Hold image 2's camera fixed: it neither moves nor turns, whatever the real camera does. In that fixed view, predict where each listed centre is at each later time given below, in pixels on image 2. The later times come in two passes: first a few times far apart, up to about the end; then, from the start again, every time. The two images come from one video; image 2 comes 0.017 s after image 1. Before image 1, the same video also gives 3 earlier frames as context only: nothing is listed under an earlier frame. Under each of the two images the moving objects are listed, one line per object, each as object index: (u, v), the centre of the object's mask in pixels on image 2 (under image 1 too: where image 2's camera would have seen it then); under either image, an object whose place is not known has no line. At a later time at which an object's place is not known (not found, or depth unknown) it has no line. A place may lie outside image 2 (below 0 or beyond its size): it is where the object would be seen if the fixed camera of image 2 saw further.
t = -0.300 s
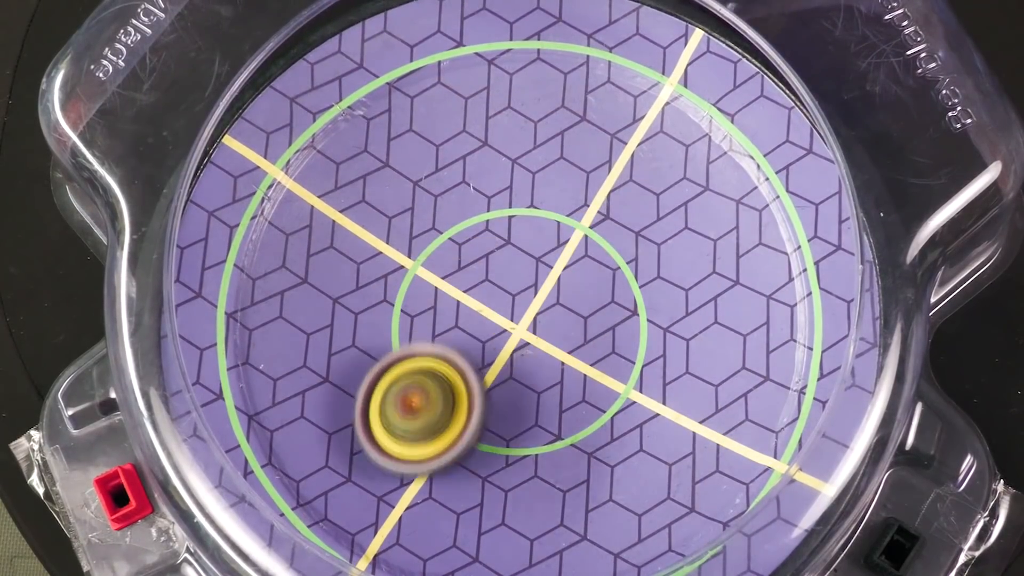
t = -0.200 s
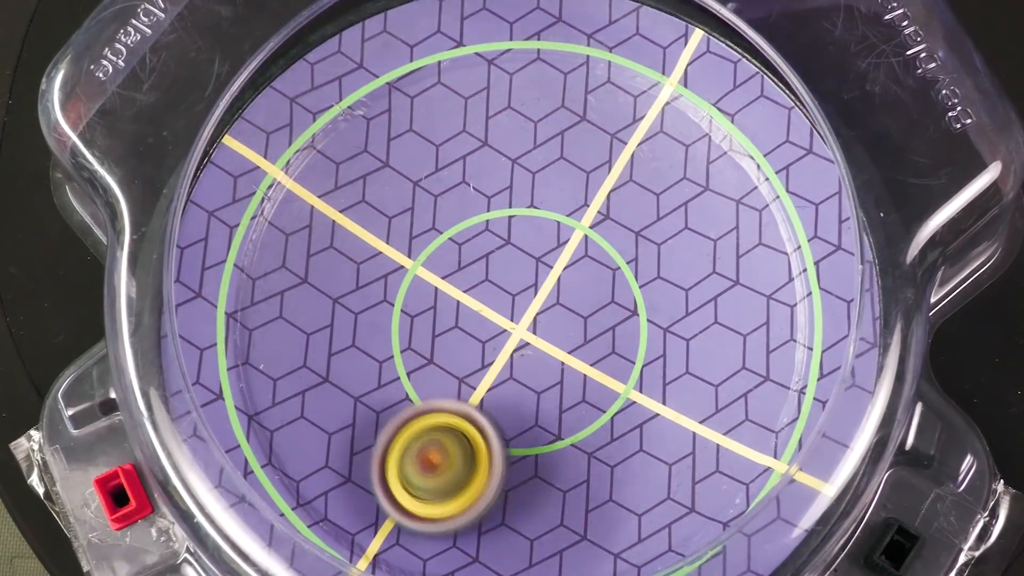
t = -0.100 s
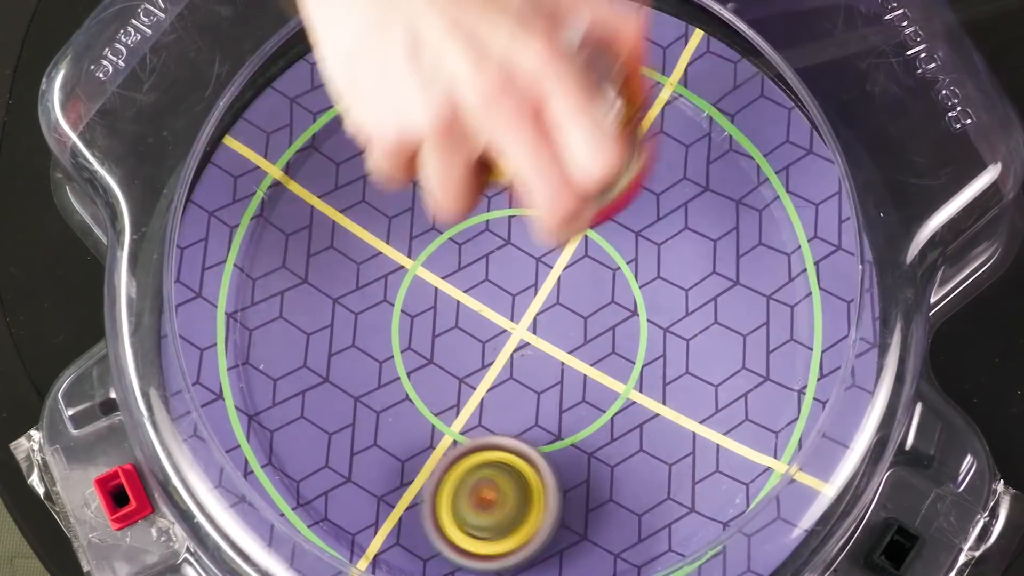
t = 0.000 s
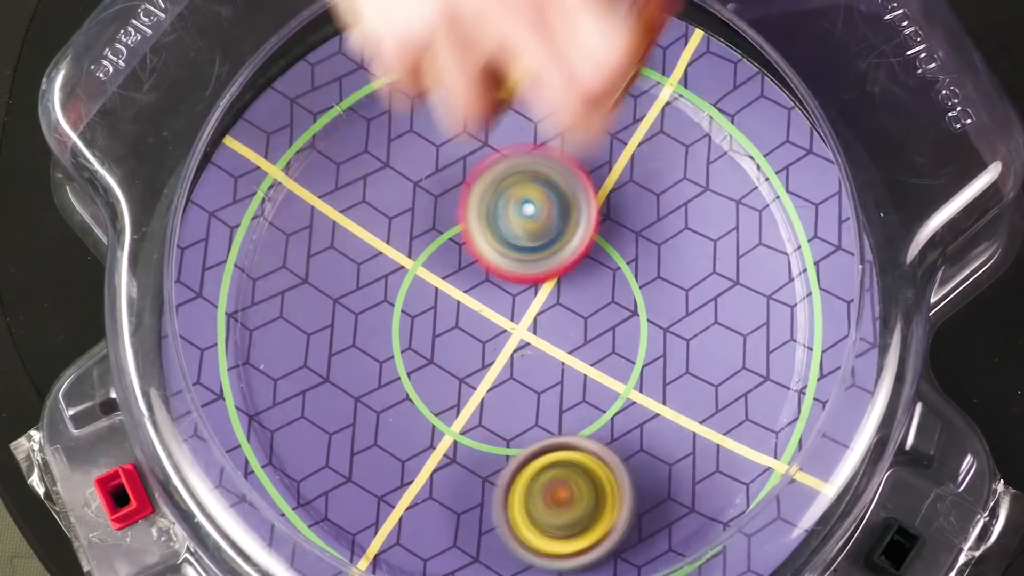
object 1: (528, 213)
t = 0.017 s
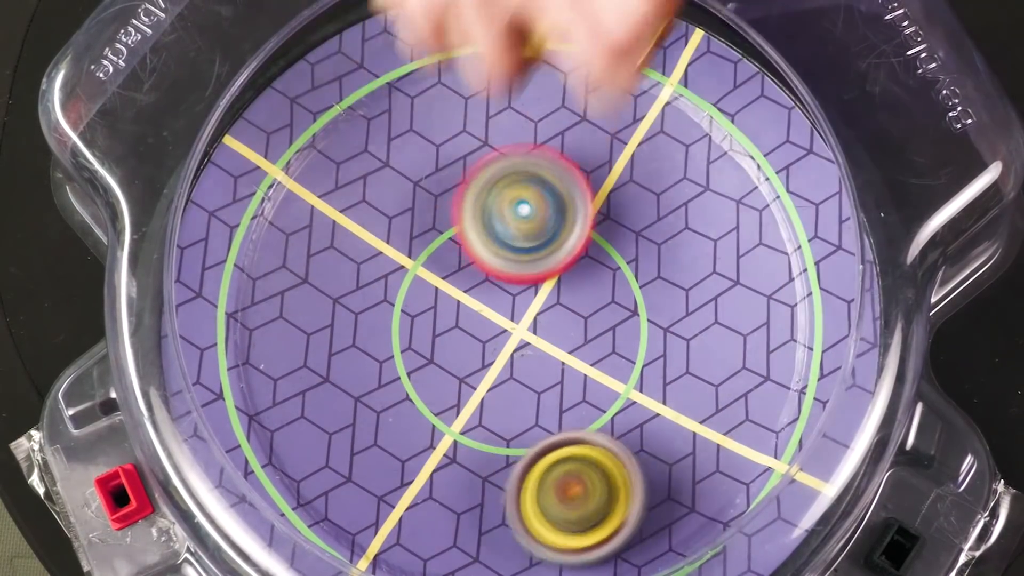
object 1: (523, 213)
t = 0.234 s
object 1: (552, 291)
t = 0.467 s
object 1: (257, 212)
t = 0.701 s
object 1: (647, 537)
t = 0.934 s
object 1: (718, 120)
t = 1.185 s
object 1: (491, 402)
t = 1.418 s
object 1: (857, 207)
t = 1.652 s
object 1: (421, 222)
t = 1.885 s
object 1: (680, 539)
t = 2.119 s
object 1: (583, 138)
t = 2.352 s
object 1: (208, 379)
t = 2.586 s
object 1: (570, 520)
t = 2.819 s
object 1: (542, 103)
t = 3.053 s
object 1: (194, 221)
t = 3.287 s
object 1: (400, 427)
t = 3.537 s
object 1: (421, 208)
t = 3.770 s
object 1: (266, 325)
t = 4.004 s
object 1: (550, 526)
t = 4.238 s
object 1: (781, 486)
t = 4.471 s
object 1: (763, 202)
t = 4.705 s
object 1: (460, 131)
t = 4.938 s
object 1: (291, 372)
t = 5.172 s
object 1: (526, 520)
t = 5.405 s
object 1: (764, 399)
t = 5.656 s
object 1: (836, 264)
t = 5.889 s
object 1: (636, 219)
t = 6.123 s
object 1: (462, 383)
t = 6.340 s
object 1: (507, 530)
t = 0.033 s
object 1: (519, 215)
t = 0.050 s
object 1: (515, 220)
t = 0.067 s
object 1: (511, 226)
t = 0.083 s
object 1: (507, 234)
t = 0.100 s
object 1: (505, 241)
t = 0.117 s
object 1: (504, 247)
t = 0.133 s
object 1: (504, 256)
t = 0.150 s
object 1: (506, 268)
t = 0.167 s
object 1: (512, 278)
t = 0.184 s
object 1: (521, 288)
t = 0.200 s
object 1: (535, 297)
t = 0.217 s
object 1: (549, 302)
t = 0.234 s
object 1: (552, 291)
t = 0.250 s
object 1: (543, 264)
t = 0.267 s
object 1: (532, 235)
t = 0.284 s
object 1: (518, 210)
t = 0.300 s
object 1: (503, 187)
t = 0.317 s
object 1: (485, 167)
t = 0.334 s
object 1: (465, 151)
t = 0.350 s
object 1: (442, 137)
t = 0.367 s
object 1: (418, 131)
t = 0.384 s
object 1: (392, 127)
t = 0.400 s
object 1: (364, 131)
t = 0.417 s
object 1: (336, 137)
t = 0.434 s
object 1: (307, 153)
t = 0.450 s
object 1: (278, 176)
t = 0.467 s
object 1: (257, 212)
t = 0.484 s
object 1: (242, 250)
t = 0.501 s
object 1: (234, 296)
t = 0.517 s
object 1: (229, 340)
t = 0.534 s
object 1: (236, 384)
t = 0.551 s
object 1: (254, 427)
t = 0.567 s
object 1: (276, 463)
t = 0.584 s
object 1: (306, 500)
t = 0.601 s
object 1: (338, 520)
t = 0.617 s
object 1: (370, 534)
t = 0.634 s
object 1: (418, 542)
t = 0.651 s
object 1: (468, 547)
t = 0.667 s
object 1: (526, 551)
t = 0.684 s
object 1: (581, 545)
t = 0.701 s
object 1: (647, 537)
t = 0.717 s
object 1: (698, 517)
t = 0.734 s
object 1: (737, 486)
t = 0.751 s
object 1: (776, 429)
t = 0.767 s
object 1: (800, 377)
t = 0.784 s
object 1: (818, 319)
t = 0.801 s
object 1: (831, 263)
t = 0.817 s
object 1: (836, 208)
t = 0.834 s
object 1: (834, 155)
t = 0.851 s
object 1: (825, 109)
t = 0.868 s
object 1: (801, 66)
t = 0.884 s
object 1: (781, 58)
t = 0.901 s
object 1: (767, 81)
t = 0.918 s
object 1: (741, 109)
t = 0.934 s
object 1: (718, 120)
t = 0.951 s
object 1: (690, 131)
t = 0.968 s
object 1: (665, 146)
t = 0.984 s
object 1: (639, 153)
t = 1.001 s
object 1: (608, 161)
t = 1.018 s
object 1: (577, 172)
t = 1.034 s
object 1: (547, 186)
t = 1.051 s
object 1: (516, 203)
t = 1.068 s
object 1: (490, 223)
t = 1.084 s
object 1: (467, 244)
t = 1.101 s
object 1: (446, 274)
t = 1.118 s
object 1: (431, 303)
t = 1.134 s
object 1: (436, 326)
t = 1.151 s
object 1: (450, 350)
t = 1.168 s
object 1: (469, 377)
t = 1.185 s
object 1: (491, 402)
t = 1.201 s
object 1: (521, 424)
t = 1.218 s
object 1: (552, 442)
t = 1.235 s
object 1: (588, 455)
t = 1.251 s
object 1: (626, 464)
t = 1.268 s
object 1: (667, 465)
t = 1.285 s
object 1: (705, 457)
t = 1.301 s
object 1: (743, 445)
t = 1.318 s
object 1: (778, 422)
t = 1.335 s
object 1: (797, 387)
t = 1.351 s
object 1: (813, 349)
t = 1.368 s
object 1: (831, 313)
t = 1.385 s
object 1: (845, 280)
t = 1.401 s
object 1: (853, 241)
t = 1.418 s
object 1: (857, 207)
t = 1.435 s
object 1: (853, 175)
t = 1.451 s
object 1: (832, 141)
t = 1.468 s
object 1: (813, 109)
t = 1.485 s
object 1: (785, 81)
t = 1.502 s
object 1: (755, 63)
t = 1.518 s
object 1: (712, 62)
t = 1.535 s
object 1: (670, 68)
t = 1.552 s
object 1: (631, 75)
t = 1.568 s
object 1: (587, 87)
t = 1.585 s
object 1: (550, 104)
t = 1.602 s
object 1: (513, 124)
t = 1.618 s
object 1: (476, 153)
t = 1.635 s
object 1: (447, 186)
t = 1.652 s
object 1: (421, 222)
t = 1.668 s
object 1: (398, 266)
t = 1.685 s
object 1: (383, 316)
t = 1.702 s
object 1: (379, 359)
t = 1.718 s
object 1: (379, 404)
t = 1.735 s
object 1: (390, 446)
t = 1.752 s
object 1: (407, 492)
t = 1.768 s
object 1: (433, 522)
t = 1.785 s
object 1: (465, 539)
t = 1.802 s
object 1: (499, 551)
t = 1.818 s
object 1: (547, 553)
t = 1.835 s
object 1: (587, 557)
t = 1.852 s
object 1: (637, 561)
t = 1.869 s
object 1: (672, 555)
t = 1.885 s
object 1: (680, 539)
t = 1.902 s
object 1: (697, 525)
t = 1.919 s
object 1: (714, 505)
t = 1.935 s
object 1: (732, 476)
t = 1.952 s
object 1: (740, 438)
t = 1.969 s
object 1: (749, 401)
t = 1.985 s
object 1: (751, 369)
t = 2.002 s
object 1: (749, 330)
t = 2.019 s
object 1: (738, 292)
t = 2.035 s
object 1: (723, 255)
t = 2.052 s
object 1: (704, 226)
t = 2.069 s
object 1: (683, 200)
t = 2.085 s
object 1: (653, 174)
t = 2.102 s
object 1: (616, 152)
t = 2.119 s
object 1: (583, 138)
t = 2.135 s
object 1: (544, 127)
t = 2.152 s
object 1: (503, 121)
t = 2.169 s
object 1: (462, 123)
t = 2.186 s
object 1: (420, 132)
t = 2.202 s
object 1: (382, 143)
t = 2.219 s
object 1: (343, 161)
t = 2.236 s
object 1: (308, 183)
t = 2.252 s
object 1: (272, 213)
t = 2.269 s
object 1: (245, 247)
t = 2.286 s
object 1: (236, 289)
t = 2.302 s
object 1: (225, 314)
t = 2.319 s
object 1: (215, 334)
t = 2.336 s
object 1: (208, 357)
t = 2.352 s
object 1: (208, 379)
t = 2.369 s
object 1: (218, 402)
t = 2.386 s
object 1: (237, 425)
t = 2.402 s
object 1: (250, 450)
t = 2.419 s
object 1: (267, 477)
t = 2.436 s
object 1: (291, 500)
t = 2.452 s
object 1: (311, 514)
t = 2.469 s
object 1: (335, 526)
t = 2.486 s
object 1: (360, 534)
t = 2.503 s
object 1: (395, 538)
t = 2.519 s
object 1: (430, 540)
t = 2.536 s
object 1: (467, 541)
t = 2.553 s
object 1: (505, 537)
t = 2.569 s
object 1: (540, 531)
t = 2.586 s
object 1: (570, 520)
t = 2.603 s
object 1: (593, 501)
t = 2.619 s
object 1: (616, 475)
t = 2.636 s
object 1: (633, 443)
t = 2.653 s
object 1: (649, 408)
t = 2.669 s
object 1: (659, 373)
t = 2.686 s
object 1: (667, 337)
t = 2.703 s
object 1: (665, 302)
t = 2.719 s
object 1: (661, 269)
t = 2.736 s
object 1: (653, 235)
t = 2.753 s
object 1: (638, 204)
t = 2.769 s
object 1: (619, 175)
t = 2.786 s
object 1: (596, 146)
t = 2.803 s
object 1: (567, 119)
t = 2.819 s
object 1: (542, 103)
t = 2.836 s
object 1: (511, 86)
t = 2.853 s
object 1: (480, 74)
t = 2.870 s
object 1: (446, 67)
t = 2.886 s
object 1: (412, 68)
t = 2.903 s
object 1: (375, 76)
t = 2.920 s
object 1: (341, 86)
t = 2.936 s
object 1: (311, 95)
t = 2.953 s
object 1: (278, 105)
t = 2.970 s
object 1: (248, 117)
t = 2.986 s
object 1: (221, 131)
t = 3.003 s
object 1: (201, 150)
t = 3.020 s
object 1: (187, 175)
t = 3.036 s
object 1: (179, 201)
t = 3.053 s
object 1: (194, 221)
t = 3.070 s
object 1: (215, 239)
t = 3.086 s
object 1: (239, 256)
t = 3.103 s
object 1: (261, 280)
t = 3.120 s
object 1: (284, 299)
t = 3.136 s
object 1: (307, 317)
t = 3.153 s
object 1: (308, 333)
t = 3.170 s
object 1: (305, 348)
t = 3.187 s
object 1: (305, 365)
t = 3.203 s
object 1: (311, 380)
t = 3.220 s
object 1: (321, 394)
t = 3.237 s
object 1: (336, 406)
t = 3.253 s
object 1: (355, 417)
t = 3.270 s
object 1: (376, 423)
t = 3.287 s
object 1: (400, 427)
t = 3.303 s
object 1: (426, 428)
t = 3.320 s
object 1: (452, 424)
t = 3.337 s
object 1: (472, 414)
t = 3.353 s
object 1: (472, 401)
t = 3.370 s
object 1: (468, 387)
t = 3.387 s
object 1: (464, 375)
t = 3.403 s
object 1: (464, 356)
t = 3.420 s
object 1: (465, 337)
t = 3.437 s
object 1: (465, 314)
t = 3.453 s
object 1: (459, 294)
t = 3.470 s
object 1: (454, 274)
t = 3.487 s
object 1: (450, 255)
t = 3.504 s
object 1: (442, 238)
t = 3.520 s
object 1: (433, 223)
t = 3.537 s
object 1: (421, 208)
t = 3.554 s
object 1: (408, 195)
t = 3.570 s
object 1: (393, 183)
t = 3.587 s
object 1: (374, 175)
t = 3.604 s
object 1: (359, 171)
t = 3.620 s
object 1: (340, 168)
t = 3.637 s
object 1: (321, 169)
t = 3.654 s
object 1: (301, 174)
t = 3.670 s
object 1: (284, 182)
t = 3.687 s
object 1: (271, 200)
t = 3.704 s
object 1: (262, 220)
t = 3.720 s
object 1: (256, 247)
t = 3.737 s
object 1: (256, 273)
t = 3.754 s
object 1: (259, 302)
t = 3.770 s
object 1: (266, 325)
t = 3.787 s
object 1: (279, 348)
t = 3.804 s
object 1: (295, 366)
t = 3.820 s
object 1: (312, 380)
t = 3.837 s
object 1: (333, 392)
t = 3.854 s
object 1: (359, 400)
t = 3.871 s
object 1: (383, 401)
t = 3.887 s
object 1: (409, 401)
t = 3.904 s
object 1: (434, 395)
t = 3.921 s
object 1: (461, 387)
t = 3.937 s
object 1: (483, 377)
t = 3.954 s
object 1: (497, 394)
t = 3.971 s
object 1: (516, 453)
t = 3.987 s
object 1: (534, 504)
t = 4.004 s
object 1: (550, 526)
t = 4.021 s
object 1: (568, 542)
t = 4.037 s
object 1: (588, 556)
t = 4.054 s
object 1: (604, 556)
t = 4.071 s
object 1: (620, 555)
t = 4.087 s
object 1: (637, 554)
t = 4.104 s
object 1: (652, 554)
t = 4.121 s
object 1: (665, 552)
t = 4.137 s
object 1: (683, 547)
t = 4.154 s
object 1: (700, 540)
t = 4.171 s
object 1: (715, 535)
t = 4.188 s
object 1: (734, 527)
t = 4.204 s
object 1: (752, 520)
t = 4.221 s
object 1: (768, 504)
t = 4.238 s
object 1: (781, 486)
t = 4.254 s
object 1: (794, 468)
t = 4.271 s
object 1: (802, 450)
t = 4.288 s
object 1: (811, 430)
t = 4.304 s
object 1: (817, 408)
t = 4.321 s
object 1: (819, 388)
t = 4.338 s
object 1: (819, 367)
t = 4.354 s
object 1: (821, 344)
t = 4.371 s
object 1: (820, 325)
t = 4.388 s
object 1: (816, 306)
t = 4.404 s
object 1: (809, 285)
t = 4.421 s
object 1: (799, 263)
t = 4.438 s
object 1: (788, 242)
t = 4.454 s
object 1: (777, 222)
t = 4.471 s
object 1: (763, 202)
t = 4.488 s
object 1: (747, 186)
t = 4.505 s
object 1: (729, 171)
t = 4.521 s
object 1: (709, 157)
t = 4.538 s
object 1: (690, 147)
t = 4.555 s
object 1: (667, 137)
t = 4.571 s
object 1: (644, 129)
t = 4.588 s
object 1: (622, 122)
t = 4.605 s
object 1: (598, 119)
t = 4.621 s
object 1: (573, 115)
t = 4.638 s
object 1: (552, 115)
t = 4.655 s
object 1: (529, 115)
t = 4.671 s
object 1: (506, 121)
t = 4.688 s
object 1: (482, 124)
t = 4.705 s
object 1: (460, 131)
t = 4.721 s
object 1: (438, 140)
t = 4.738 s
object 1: (417, 150)
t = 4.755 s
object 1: (396, 163)
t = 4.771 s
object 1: (377, 176)
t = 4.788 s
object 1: (361, 191)
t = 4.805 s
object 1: (345, 208)
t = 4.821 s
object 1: (331, 225)
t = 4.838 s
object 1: (318, 246)
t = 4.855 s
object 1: (308, 266)
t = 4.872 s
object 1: (300, 286)
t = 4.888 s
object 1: (295, 307)
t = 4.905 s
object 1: (291, 329)
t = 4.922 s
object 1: (289, 351)
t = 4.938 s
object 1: (291, 372)
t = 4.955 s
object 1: (295, 394)
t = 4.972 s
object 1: (302, 416)
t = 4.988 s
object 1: (311, 436)
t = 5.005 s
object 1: (322, 454)
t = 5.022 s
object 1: (334, 468)
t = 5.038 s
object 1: (351, 485)
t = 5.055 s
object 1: (370, 498)
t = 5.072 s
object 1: (391, 509)
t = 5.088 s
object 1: (410, 515)
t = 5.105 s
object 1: (433, 520)
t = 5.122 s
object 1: (457, 522)
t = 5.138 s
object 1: (481, 524)
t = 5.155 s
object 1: (503, 522)
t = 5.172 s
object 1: (526, 520)
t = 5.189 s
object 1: (548, 516)
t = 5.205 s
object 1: (568, 510)
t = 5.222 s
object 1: (588, 498)
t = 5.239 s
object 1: (604, 486)
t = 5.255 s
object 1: (619, 472)
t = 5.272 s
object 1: (634, 454)
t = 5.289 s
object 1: (646, 437)
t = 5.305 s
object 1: (656, 418)
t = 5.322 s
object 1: (664, 397)
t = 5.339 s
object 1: (669, 377)
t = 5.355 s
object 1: (681, 368)
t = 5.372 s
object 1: (712, 383)
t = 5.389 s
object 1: (741, 395)
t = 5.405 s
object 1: (764, 399)
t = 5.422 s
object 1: (782, 398)
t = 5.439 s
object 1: (787, 388)
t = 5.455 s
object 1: (791, 376)
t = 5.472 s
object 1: (795, 365)
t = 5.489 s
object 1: (802, 352)
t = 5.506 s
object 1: (808, 341)
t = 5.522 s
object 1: (814, 332)
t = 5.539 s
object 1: (823, 324)
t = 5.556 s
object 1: (832, 316)
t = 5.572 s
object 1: (841, 308)
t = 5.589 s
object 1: (846, 301)
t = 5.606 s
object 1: (844, 292)
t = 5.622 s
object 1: (842, 283)
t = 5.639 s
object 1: (840, 274)
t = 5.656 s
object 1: (836, 264)
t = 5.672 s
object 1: (832, 257)
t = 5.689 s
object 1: (824, 248)
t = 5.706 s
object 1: (813, 241)
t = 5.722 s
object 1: (802, 234)
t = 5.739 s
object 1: (788, 227)
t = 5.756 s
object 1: (777, 220)
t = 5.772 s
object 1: (762, 216)
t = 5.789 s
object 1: (744, 212)
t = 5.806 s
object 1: (726, 210)
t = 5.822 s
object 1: (706, 209)
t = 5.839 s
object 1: (689, 209)
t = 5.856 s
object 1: (673, 211)
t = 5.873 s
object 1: (654, 214)
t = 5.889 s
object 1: (636, 219)
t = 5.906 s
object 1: (620, 227)
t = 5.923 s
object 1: (604, 232)
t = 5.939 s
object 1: (588, 242)
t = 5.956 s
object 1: (572, 251)
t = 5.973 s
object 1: (557, 262)
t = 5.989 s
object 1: (541, 273)
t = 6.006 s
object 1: (528, 284)
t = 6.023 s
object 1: (517, 296)
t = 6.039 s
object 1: (506, 310)
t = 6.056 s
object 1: (495, 323)
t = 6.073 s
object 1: (485, 338)
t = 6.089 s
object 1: (476, 353)
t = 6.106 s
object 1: (469, 369)
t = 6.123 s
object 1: (462, 383)
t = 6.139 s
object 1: (457, 397)
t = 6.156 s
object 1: (454, 413)
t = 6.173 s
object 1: (452, 428)
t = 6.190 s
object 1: (451, 444)
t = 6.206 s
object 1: (451, 458)
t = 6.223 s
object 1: (453, 473)
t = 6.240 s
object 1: (456, 487)
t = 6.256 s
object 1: (461, 499)
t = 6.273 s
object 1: (469, 511)
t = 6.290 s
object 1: (475, 518)
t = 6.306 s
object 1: (484, 523)
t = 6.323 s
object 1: (495, 528)
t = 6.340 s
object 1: (507, 530)
